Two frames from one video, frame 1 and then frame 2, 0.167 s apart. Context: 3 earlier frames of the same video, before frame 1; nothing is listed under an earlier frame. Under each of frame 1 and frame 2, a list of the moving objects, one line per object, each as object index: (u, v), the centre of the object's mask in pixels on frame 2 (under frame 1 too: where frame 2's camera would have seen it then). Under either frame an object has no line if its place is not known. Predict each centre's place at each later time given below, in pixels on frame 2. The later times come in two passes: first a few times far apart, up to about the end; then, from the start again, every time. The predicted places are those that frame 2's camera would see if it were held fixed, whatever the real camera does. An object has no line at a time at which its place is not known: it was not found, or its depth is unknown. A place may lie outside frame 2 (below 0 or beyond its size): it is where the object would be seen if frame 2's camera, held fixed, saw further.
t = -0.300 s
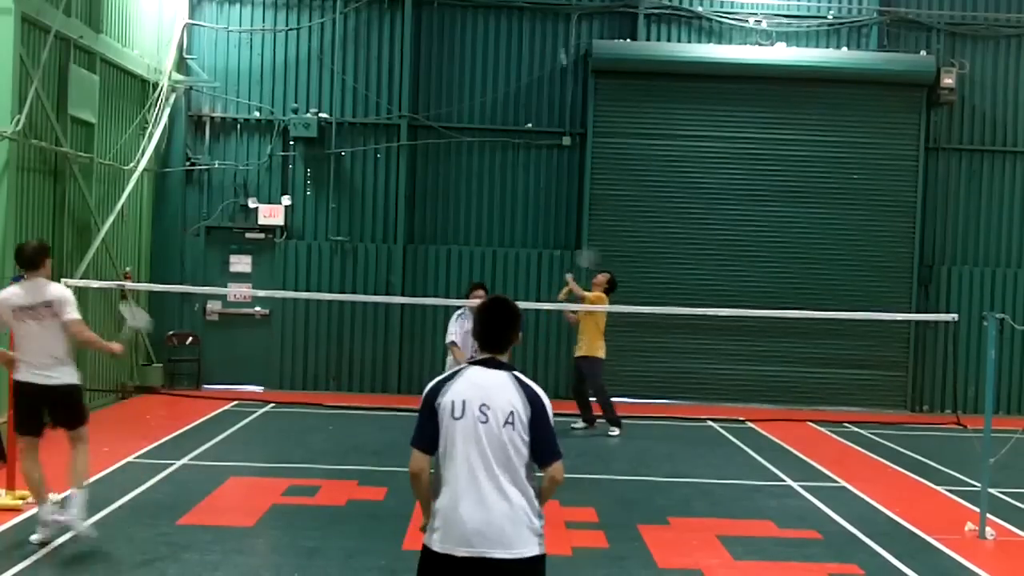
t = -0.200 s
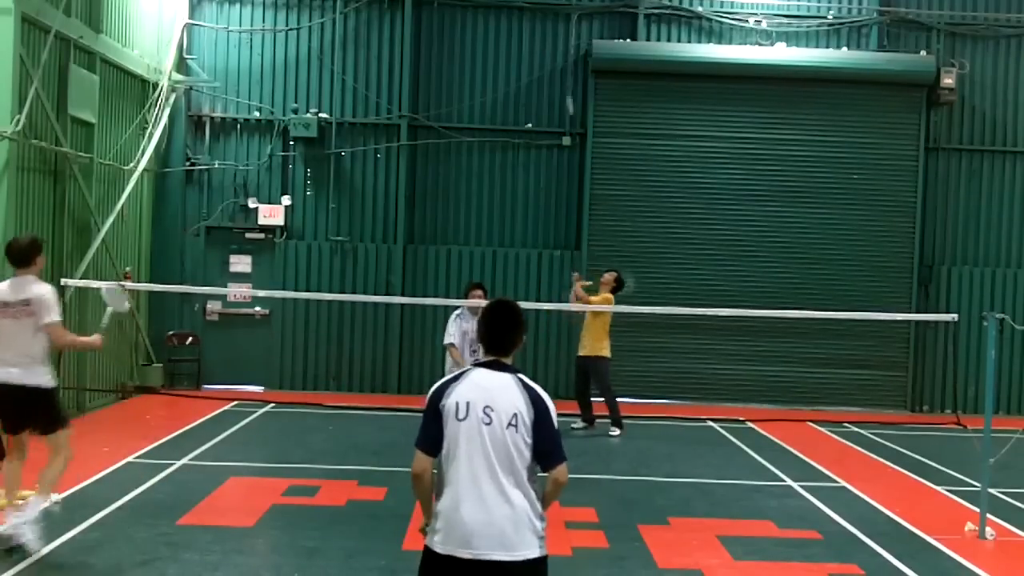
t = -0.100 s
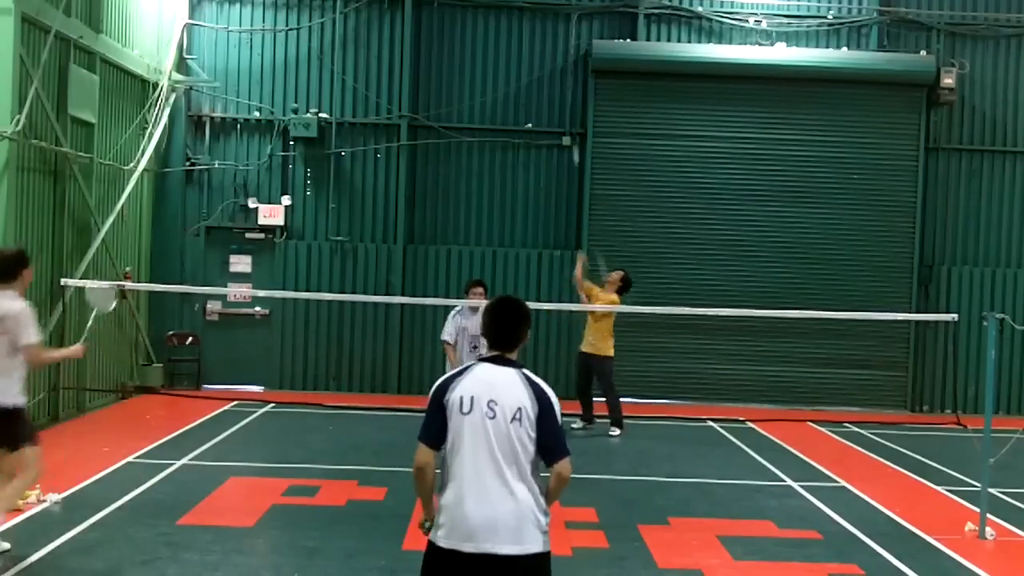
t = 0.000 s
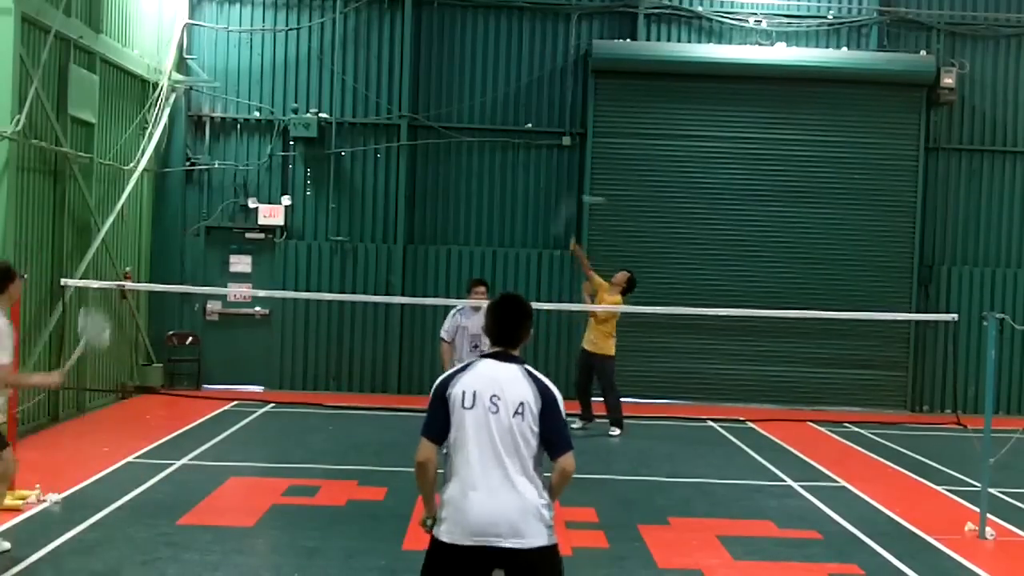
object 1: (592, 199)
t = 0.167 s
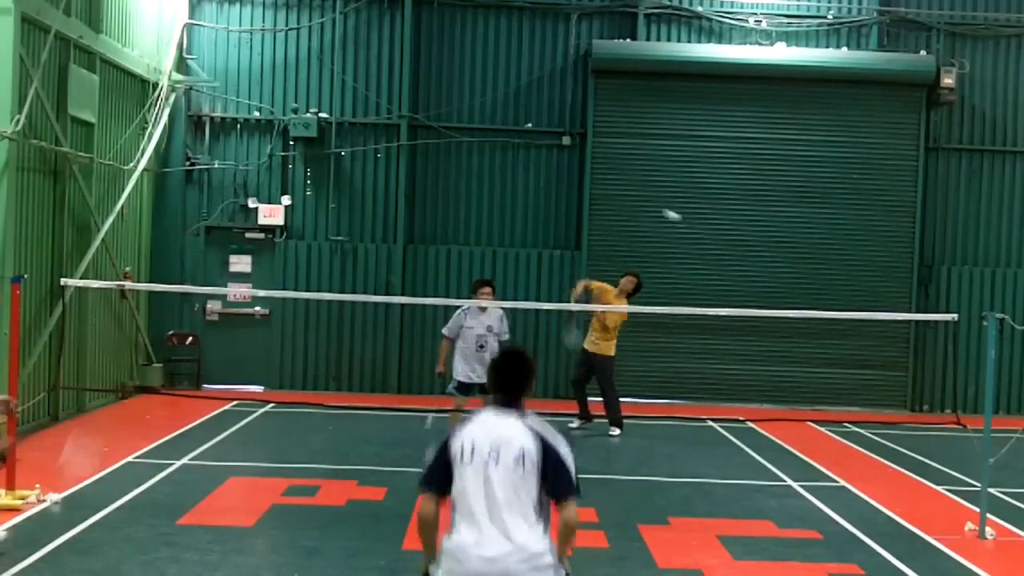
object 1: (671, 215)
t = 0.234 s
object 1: (699, 230)
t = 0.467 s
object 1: (783, 326)
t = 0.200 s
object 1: (686, 222)
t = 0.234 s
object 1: (699, 230)
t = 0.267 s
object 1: (712, 239)
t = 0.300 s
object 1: (724, 249)
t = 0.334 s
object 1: (736, 260)
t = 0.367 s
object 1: (748, 274)
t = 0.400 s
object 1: (760, 289)
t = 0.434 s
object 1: (769, 303)
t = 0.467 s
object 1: (783, 326)
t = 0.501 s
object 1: (792, 344)
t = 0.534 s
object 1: (803, 365)
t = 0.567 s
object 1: (813, 389)
